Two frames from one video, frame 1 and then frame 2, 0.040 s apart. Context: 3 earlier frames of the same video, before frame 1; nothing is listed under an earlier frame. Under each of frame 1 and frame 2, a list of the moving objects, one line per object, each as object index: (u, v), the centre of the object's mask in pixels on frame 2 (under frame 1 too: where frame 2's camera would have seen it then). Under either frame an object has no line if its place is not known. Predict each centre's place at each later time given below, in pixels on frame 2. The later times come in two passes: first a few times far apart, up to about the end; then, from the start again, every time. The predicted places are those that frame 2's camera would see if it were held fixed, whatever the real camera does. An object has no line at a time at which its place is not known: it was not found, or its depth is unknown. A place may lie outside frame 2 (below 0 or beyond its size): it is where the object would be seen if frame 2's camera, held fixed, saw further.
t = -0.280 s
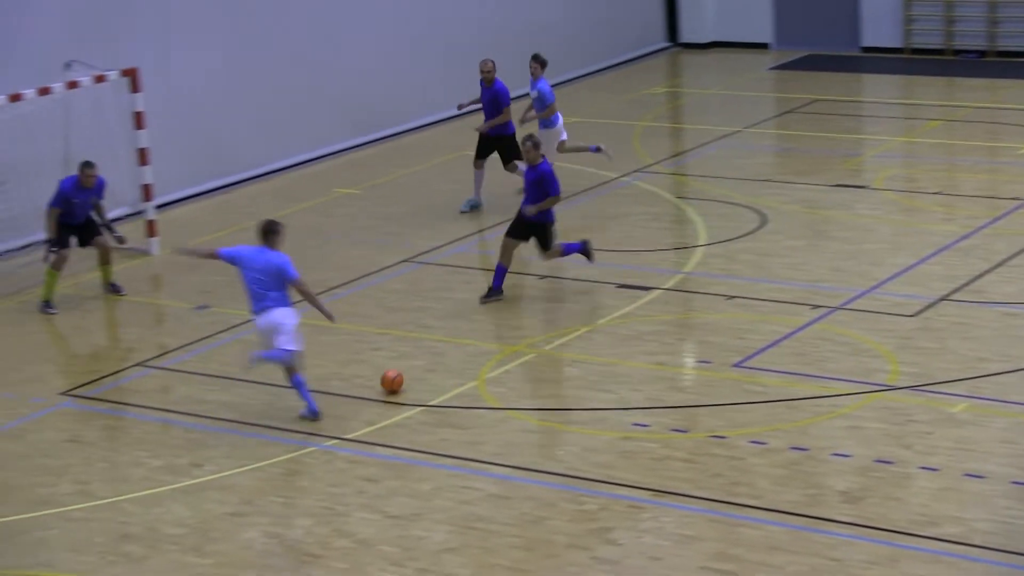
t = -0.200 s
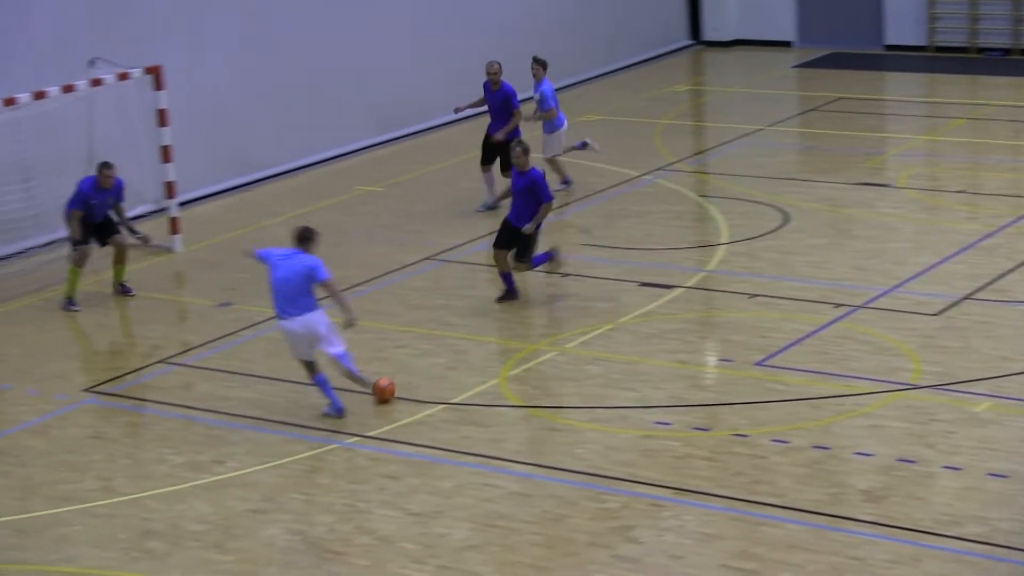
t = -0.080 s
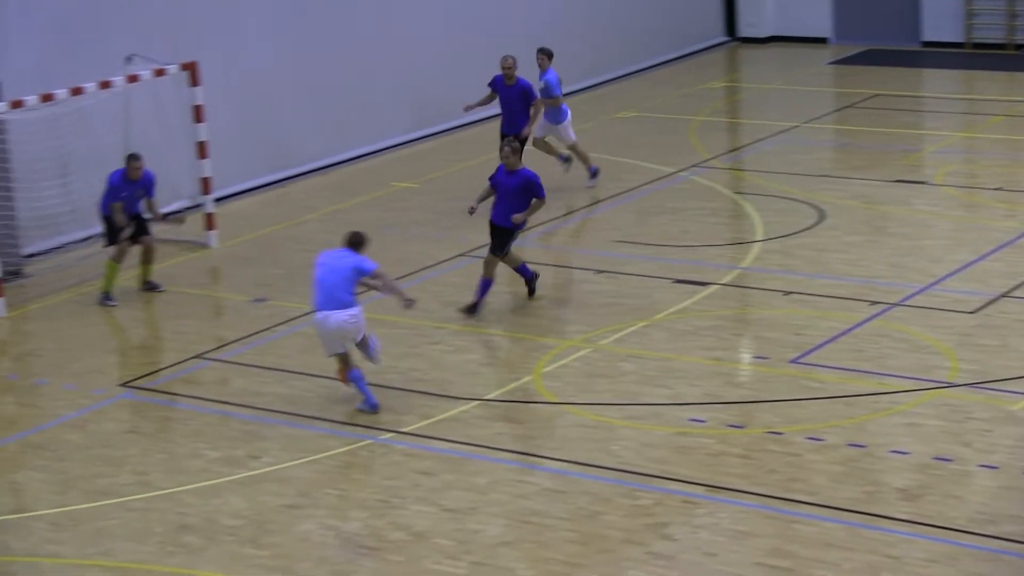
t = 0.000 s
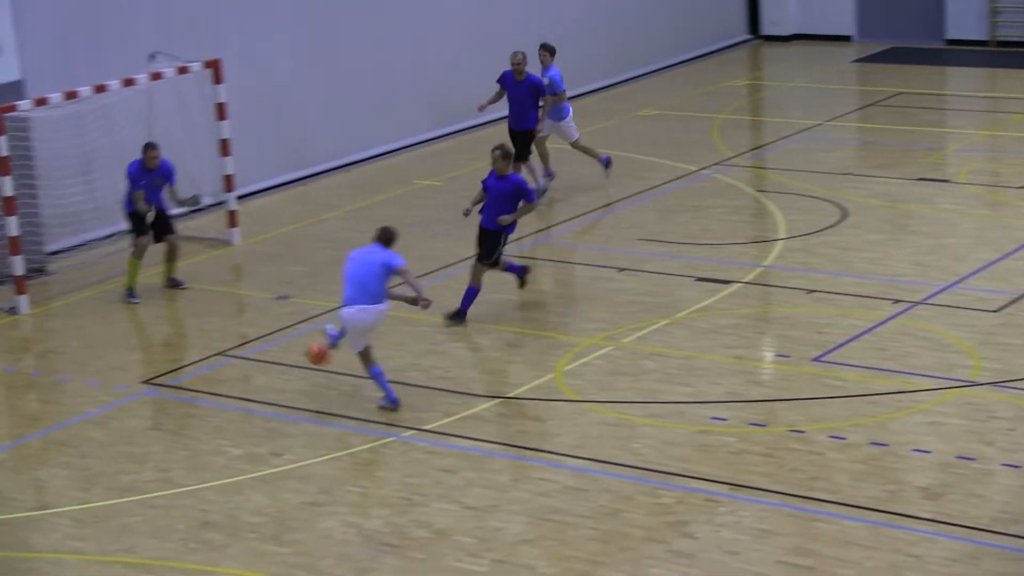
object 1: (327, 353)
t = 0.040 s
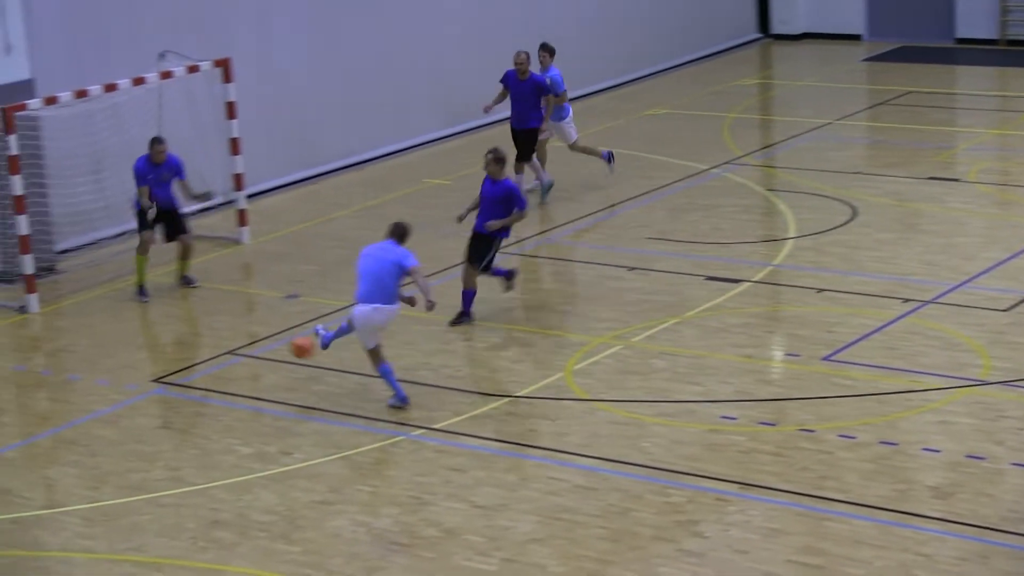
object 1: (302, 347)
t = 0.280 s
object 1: (158, 352)
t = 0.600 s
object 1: (0, 331)
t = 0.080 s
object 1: (277, 344)
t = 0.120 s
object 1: (252, 342)
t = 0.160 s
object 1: (228, 342)
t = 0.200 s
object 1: (205, 344)
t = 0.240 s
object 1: (180, 347)
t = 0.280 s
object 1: (158, 352)
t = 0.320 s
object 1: (137, 347)
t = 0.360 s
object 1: (116, 340)
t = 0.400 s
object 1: (95, 338)
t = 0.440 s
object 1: (75, 336)
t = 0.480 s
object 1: (56, 338)
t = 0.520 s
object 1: (37, 339)
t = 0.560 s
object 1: (18, 335)
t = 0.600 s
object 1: (0, 331)
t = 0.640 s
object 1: (-18, 329)
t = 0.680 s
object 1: (-36, 331)
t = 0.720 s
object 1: (-50, 330)
